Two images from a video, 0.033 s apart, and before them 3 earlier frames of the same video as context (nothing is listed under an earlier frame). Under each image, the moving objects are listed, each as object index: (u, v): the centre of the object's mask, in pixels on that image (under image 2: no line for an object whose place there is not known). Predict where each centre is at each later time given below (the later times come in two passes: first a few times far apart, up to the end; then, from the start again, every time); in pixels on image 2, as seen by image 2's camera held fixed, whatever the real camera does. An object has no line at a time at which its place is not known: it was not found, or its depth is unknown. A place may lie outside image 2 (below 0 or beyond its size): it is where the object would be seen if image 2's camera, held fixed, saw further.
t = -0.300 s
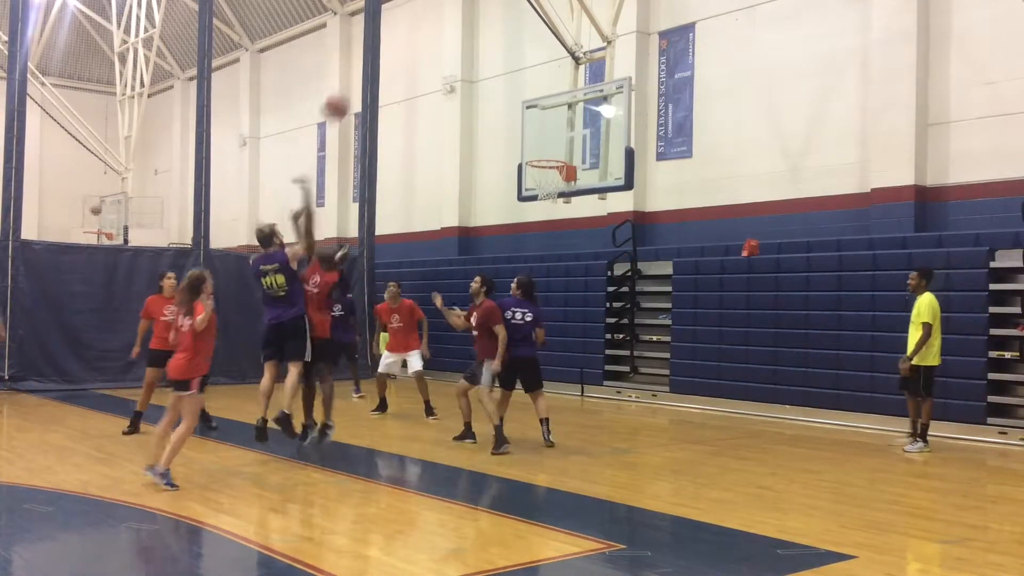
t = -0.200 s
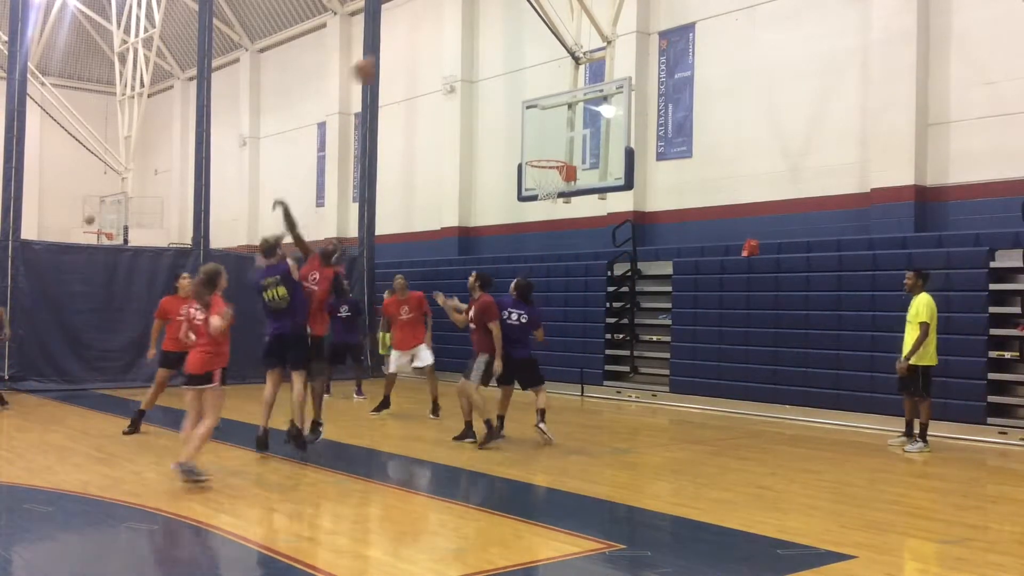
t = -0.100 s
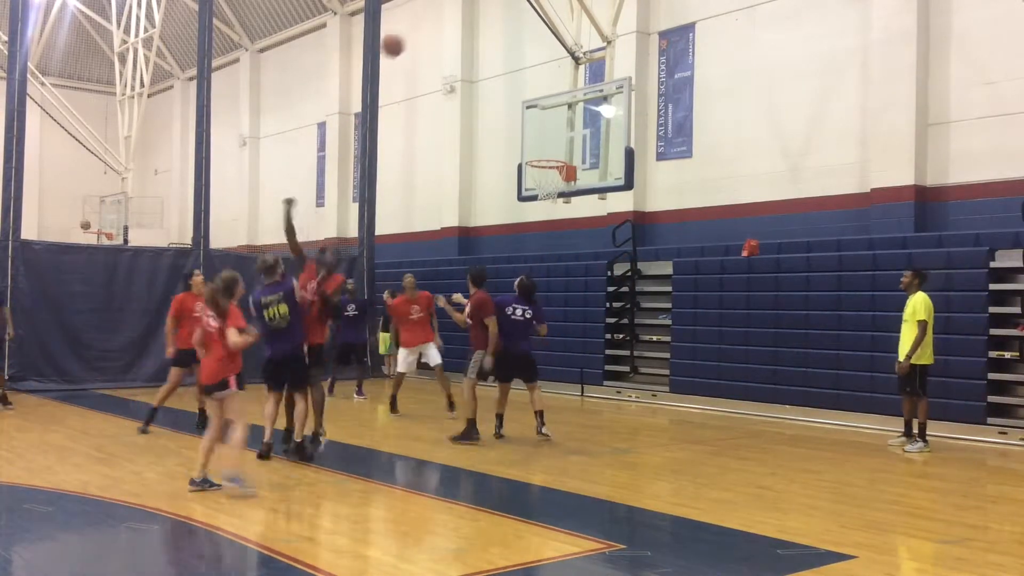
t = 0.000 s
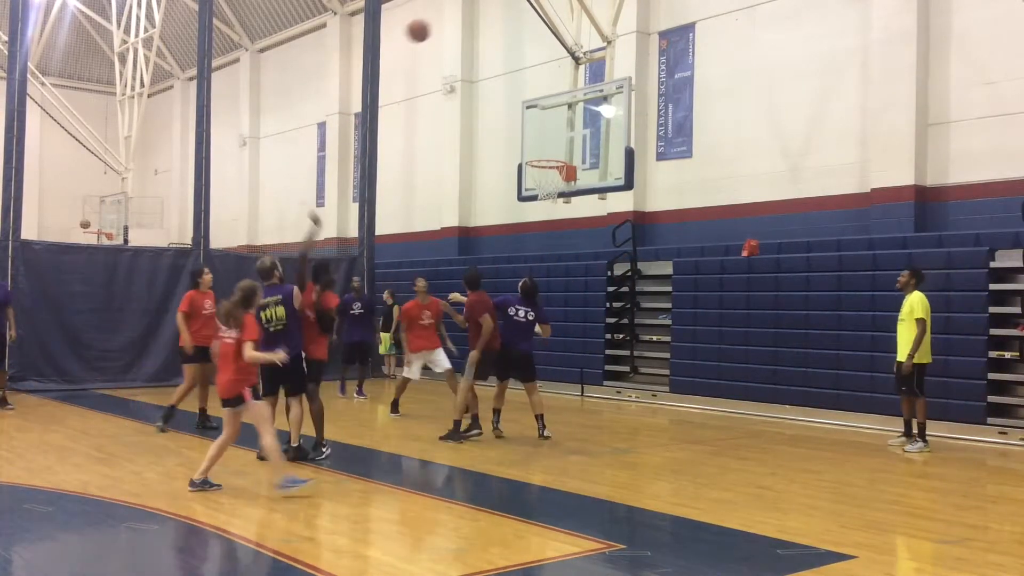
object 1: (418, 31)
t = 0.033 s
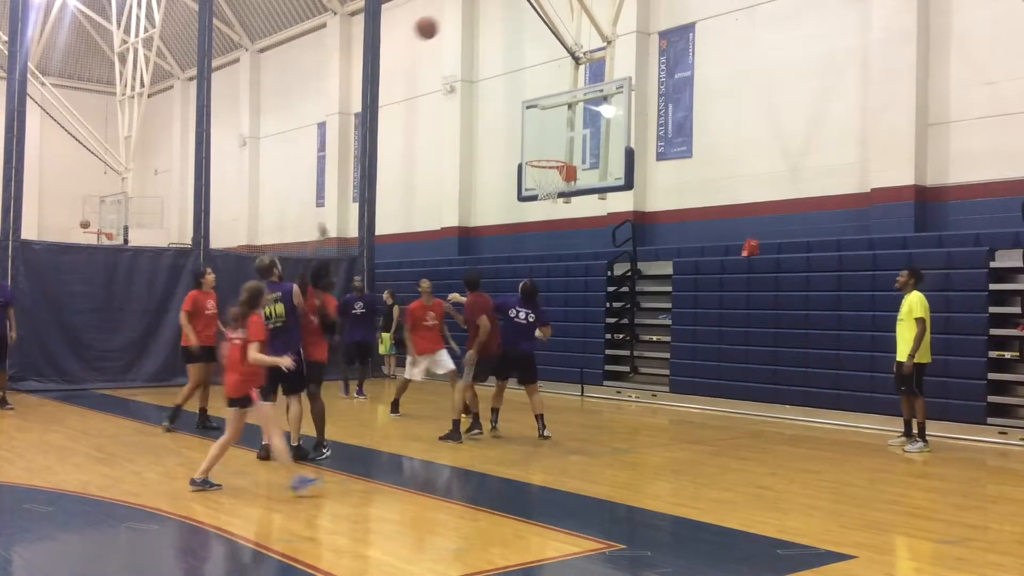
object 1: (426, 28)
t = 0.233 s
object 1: (472, 34)
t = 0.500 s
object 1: (527, 94)
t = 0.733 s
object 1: (553, 134)
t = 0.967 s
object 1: (535, 74)
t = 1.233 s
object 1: (514, 60)
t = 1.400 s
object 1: (500, 82)
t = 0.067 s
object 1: (434, 26)
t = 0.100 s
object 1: (442, 26)
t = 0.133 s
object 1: (450, 26)
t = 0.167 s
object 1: (458, 28)
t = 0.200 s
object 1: (465, 30)
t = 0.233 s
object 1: (472, 34)
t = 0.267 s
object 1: (479, 38)
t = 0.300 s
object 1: (487, 43)
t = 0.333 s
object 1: (494, 50)
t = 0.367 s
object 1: (501, 57)
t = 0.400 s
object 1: (507, 65)
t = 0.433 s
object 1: (513, 73)
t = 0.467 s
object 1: (520, 84)
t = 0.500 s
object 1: (527, 94)
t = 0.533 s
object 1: (532, 104)
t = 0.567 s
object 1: (538, 116)
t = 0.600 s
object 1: (545, 130)
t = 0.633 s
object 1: (551, 143)
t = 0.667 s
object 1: (556, 153)
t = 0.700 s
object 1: (554, 146)
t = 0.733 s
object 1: (553, 134)
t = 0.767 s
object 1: (550, 123)
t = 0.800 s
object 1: (547, 112)
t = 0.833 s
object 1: (546, 103)
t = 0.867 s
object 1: (543, 94)
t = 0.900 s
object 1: (540, 87)
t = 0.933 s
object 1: (538, 80)
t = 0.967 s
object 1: (535, 74)
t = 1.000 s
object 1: (533, 69)
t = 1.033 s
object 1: (530, 65)
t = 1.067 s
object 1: (527, 62)
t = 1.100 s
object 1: (525, 60)
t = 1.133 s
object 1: (522, 58)
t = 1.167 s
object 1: (519, 58)
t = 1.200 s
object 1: (517, 58)
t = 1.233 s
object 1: (514, 60)
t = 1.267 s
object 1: (511, 62)
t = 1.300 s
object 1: (509, 65)
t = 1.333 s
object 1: (506, 70)
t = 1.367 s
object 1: (503, 76)
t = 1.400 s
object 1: (500, 82)
